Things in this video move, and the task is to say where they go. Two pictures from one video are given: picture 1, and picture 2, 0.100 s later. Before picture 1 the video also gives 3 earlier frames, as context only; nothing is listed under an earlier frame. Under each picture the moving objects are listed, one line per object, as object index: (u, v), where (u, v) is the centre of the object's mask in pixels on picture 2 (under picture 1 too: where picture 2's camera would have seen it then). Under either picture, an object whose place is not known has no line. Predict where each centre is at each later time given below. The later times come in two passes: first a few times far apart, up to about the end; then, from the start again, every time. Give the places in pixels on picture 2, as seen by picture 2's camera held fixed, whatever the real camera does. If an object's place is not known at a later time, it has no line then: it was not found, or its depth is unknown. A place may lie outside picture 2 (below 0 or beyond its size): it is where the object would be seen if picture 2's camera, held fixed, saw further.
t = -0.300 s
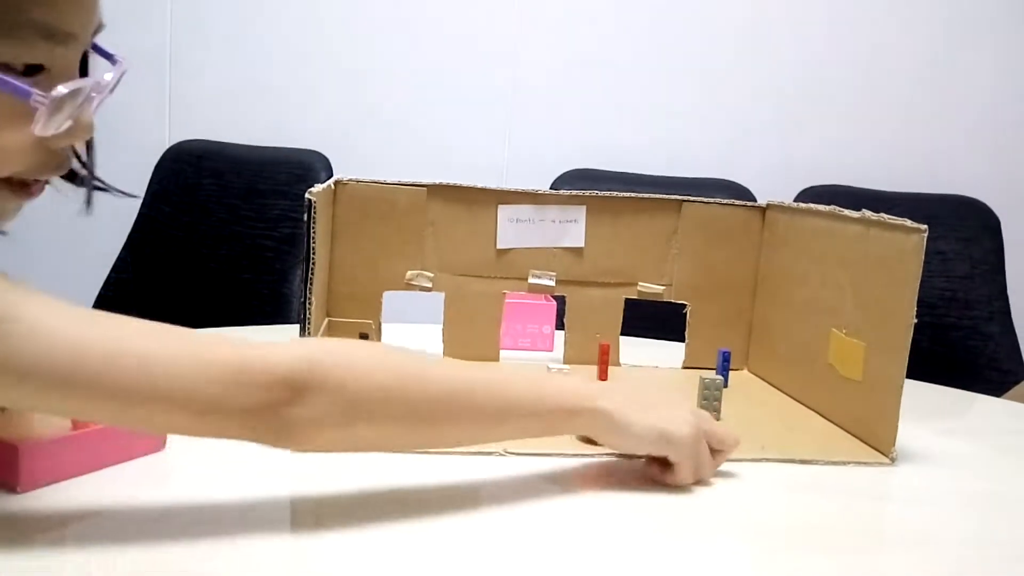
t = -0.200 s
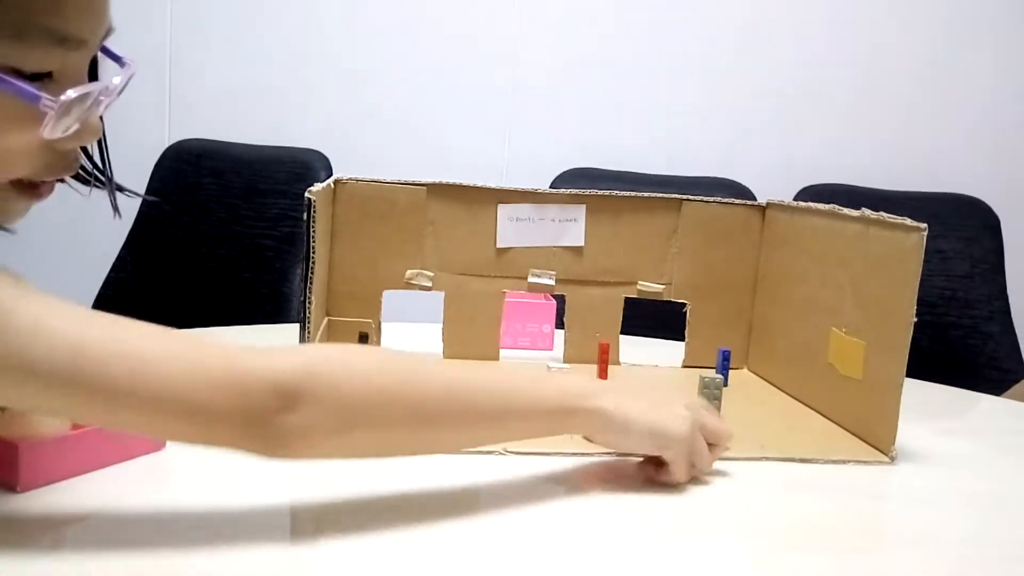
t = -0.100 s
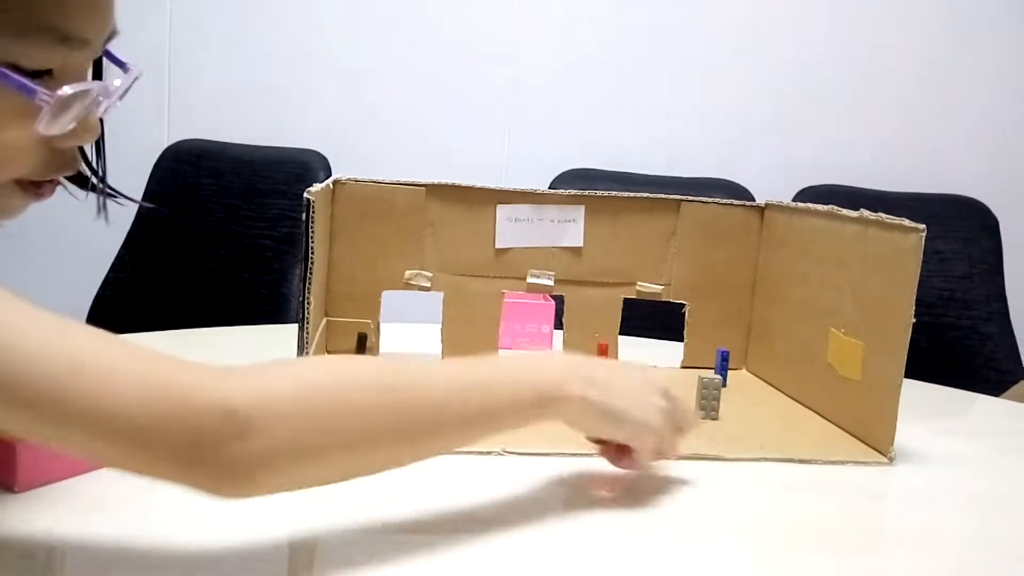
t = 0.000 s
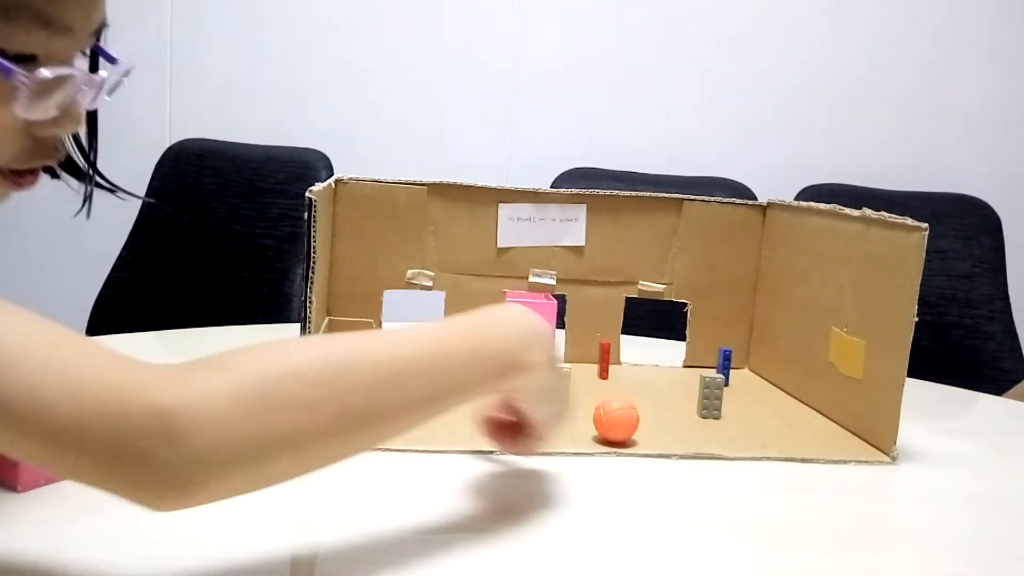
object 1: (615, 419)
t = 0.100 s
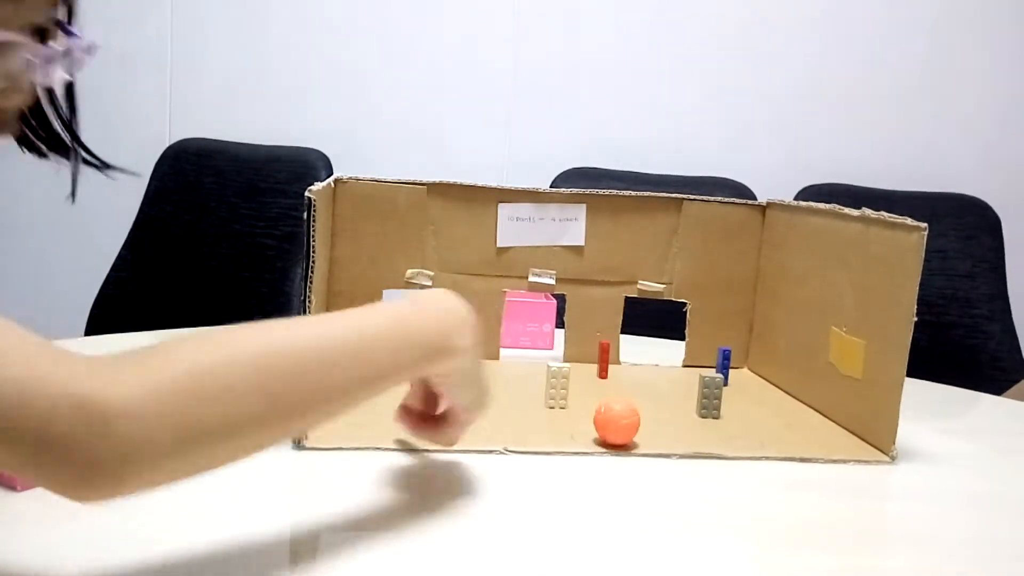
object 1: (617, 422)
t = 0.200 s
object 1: (618, 424)
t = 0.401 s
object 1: (623, 430)
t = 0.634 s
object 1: (648, 455)
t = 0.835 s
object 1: (674, 477)
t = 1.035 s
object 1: (699, 499)
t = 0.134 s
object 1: (617, 423)
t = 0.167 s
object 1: (617, 423)
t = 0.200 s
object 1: (618, 424)
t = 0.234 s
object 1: (618, 424)
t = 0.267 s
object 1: (618, 425)
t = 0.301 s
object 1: (619, 425)
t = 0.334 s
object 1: (620, 426)
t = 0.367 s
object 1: (621, 428)
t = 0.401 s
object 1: (623, 430)
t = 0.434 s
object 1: (625, 436)
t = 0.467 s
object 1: (628, 439)
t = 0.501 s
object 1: (631, 442)
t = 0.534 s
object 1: (635, 446)
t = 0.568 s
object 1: (639, 450)
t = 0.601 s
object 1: (644, 453)
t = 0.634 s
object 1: (648, 455)
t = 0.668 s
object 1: (652, 459)
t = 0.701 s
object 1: (657, 462)
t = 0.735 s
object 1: (661, 464)
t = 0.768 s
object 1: (665, 469)
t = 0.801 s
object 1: (669, 473)
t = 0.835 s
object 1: (674, 477)
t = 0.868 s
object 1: (678, 480)
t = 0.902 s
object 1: (683, 484)
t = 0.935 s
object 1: (688, 488)
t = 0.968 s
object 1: (692, 492)
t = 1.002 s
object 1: (696, 495)
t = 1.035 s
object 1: (699, 499)
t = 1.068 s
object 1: (704, 503)
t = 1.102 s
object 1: (708, 507)
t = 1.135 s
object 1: (714, 511)
